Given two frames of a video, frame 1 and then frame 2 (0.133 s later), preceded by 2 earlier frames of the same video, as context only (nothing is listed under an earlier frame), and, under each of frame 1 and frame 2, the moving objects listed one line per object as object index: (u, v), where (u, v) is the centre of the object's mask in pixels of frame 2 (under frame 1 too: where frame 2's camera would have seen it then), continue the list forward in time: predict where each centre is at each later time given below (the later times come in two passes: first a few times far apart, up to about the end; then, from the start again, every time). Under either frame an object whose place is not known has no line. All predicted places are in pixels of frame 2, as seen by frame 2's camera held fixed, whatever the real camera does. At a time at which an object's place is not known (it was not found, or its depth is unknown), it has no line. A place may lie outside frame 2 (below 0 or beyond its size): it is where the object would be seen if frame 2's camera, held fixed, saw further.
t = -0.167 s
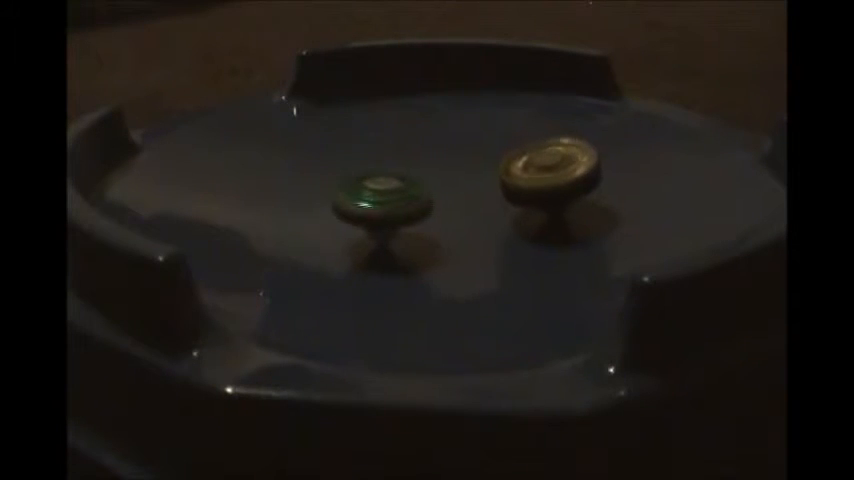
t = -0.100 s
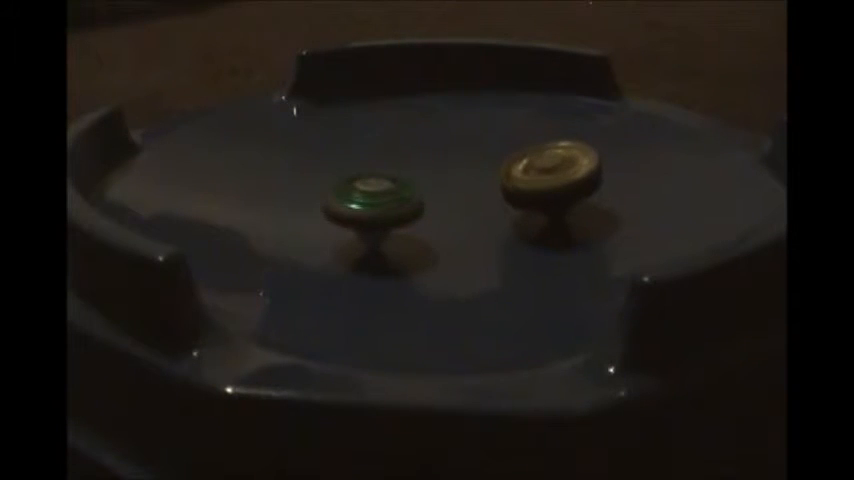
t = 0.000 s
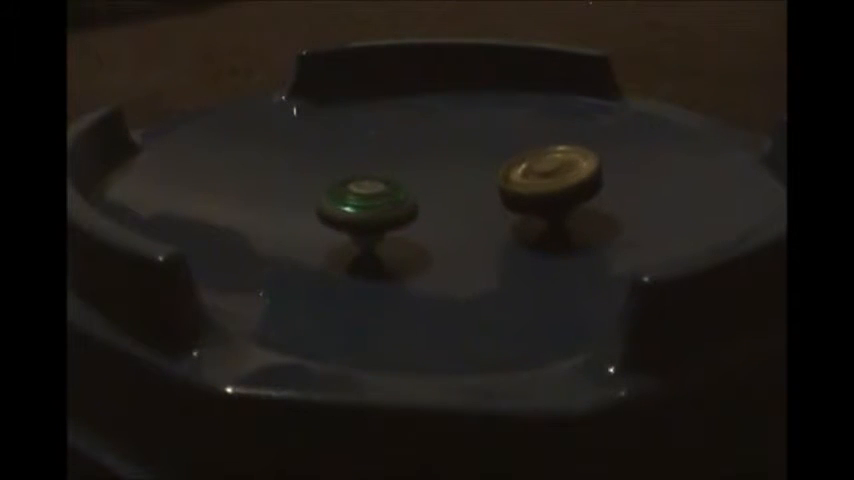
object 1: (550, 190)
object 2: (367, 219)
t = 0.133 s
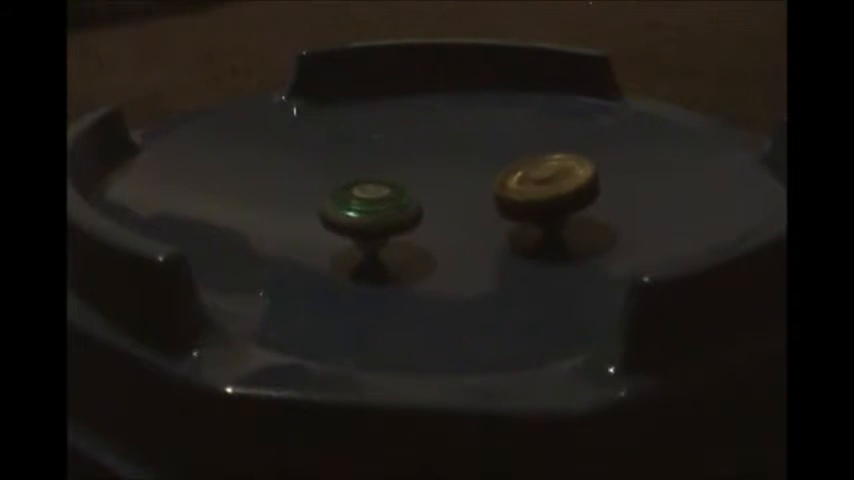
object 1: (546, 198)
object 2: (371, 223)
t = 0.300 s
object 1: (536, 211)
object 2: (394, 227)
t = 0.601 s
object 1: (581, 235)
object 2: (367, 215)
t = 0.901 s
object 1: (590, 230)
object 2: (323, 213)
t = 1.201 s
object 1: (542, 231)
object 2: (380, 215)
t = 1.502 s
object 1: (472, 237)
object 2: (444, 183)
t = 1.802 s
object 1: (396, 238)
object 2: (505, 182)
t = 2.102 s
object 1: (349, 225)
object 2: (505, 178)
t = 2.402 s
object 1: (337, 207)
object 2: (514, 200)
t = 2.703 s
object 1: (349, 193)
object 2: (538, 222)
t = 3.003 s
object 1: (383, 179)
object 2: (528, 230)
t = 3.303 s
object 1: (431, 178)
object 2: (489, 251)
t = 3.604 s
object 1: (487, 174)
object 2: (441, 248)
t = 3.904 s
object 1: (532, 186)
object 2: (406, 242)
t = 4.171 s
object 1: (551, 193)
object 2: (393, 234)
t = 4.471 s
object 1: (555, 204)
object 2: (395, 222)
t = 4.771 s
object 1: (535, 219)
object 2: (421, 209)
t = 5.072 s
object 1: (485, 239)
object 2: (449, 182)
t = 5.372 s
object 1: (434, 243)
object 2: (486, 182)
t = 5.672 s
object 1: (392, 244)
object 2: (515, 198)
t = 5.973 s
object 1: (375, 234)
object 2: (533, 206)
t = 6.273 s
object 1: (372, 216)
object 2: (523, 214)
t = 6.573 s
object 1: (390, 201)
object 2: (495, 233)
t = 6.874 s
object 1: (426, 184)
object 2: (484, 251)
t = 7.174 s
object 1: (478, 171)
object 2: (455, 227)
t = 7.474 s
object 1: (521, 185)
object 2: (410, 235)
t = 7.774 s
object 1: (541, 189)
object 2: (403, 231)
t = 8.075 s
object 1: (546, 200)
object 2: (429, 228)
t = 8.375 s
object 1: (547, 211)
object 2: (430, 222)
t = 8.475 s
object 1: (557, 214)
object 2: (423, 221)
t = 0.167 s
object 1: (546, 201)
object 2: (374, 224)
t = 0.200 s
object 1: (543, 204)
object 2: (377, 224)
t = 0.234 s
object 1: (541, 207)
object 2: (382, 225)
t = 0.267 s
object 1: (539, 209)
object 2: (387, 226)
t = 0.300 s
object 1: (536, 211)
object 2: (394, 227)
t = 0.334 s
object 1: (534, 215)
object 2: (400, 227)
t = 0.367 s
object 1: (531, 217)
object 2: (407, 228)
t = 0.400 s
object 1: (529, 220)
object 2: (413, 228)
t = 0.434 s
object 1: (532, 222)
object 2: (410, 227)
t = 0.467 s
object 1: (533, 224)
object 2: (411, 226)
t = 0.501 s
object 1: (531, 226)
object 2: (414, 226)
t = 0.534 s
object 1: (535, 228)
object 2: (413, 224)
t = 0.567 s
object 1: (564, 229)
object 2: (386, 222)
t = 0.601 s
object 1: (581, 235)
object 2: (367, 215)
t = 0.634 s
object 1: (587, 233)
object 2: (353, 213)
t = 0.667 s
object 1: (590, 232)
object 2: (340, 211)
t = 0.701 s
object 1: (592, 232)
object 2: (334, 210)
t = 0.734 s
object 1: (593, 232)
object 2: (330, 209)
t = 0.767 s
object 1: (594, 232)
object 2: (324, 207)
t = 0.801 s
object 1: (594, 232)
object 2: (322, 208)
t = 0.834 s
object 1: (594, 229)
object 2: (320, 210)
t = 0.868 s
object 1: (593, 232)
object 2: (321, 211)
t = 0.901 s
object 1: (590, 230)
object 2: (323, 213)
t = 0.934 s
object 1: (587, 230)
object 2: (327, 215)
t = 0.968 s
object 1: (584, 229)
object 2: (333, 215)
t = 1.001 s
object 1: (579, 229)
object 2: (340, 218)
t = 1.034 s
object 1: (573, 229)
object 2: (345, 218)
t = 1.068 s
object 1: (567, 229)
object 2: (352, 217)
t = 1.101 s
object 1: (561, 229)
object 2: (358, 217)
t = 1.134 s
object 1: (555, 231)
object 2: (366, 217)
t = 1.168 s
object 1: (548, 231)
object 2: (372, 216)
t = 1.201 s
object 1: (542, 231)
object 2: (380, 215)
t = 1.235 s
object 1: (535, 227)
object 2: (387, 213)
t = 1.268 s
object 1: (528, 234)
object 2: (395, 211)
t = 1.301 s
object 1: (521, 229)
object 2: (402, 209)
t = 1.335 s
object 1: (513, 229)
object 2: (410, 207)
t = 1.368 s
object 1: (505, 236)
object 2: (415, 206)
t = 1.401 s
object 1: (495, 237)
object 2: (422, 203)
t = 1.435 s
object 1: (485, 238)
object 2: (427, 197)
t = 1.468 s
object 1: (478, 237)
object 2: (436, 185)
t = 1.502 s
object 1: (472, 237)
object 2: (444, 183)
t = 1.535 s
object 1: (468, 247)
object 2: (453, 181)
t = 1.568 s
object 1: (456, 237)
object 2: (460, 180)
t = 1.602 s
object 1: (446, 227)
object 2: (469, 179)
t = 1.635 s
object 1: (438, 235)
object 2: (476, 178)
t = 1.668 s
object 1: (431, 237)
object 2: (481, 178)
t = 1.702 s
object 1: (422, 236)
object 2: (487, 177)
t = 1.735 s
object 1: (412, 238)
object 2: (494, 184)
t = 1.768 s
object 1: (403, 239)
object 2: (500, 184)
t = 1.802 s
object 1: (396, 238)
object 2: (505, 182)
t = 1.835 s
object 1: (387, 236)
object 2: (508, 180)
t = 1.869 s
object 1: (380, 236)
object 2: (511, 178)
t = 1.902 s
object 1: (374, 236)
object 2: (512, 177)
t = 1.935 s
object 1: (369, 232)
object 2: (513, 176)
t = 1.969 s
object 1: (364, 231)
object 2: (512, 176)
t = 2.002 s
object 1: (359, 230)
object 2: (511, 176)
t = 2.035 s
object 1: (356, 228)
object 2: (509, 176)
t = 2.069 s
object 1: (352, 227)
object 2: (507, 177)
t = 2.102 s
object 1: (349, 225)
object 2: (505, 178)
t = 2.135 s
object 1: (346, 224)
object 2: (503, 179)
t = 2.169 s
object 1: (344, 223)
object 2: (503, 181)
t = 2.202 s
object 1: (341, 221)
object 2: (503, 183)
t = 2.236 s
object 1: (340, 219)
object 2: (504, 185)
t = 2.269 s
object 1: (339, 217)
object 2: (506, 188)
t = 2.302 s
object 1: (338, 216)
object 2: (508, 192)
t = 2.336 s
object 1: (338, 215)
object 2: (509, 194)
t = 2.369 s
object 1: (337, 208)
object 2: (511, 198)
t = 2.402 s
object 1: (337, 207)
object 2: (514, 200)
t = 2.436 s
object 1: (337, 205)
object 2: (516, 204)
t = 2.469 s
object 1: (337, 207)
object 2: (519, 207)
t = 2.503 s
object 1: (338, 205)
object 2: (521, 211)
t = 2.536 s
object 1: (339, 204)
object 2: (525, 213)
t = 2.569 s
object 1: (341, 201)
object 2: (528, 215)
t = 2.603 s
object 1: (343, 196)
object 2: (531, 218)
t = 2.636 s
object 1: (345, 197)
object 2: (535, 219)
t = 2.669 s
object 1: (347, 196)
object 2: (537, 222)
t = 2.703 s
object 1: (349, 193)
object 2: (538, 222)
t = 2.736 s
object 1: (352, 192)
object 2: (540, 224)
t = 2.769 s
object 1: (355, 190)
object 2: (540, 225)
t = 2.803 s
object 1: (358, 190)
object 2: (539, 225)
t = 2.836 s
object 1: (363, 185)
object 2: (539, 225)
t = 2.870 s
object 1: (366, 184)
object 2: (539, 226)
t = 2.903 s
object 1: (370, 187)
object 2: (538, 227)
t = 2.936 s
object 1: (374, 186)
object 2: (535, 228)
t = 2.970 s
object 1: (378, 186)
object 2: (532, 229)
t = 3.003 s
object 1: (383, 179)
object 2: (528, 230)
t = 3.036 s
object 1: (387, 184)
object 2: (524, 232)
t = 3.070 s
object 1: (392, 184)
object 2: (519, 233)
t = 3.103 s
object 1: (397, 183)
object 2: (514, 235)
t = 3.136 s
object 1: (402, 183)
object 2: (509, 236)
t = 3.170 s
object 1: (407, 182)
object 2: (504, 239)
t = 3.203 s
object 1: (413, 181)
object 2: (499, 240)
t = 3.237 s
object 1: (419, 181)
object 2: (492, 242)
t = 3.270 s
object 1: (424, 180)
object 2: (489, 243)
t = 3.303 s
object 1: (431, 178)
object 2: (489, 251)
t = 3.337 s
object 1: (437, 175)
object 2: (484, 253)
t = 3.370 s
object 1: (442, 171)
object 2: (477, 253)
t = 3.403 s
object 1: (449, 171)
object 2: (472, 252)
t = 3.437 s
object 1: (455, 170)
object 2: (469, 253)
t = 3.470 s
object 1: (461, 169)
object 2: (467, 252)
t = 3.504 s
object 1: (468, 170)
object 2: (463, 254)
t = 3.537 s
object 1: (474, 170)
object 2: (457, 252)
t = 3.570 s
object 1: (480, 171)
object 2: (456, 252)
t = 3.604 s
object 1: (487, 174)
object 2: (441, 248)
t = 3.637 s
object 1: (493, 177)
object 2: (437, 245)
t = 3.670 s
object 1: (500, 180)
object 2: (432, 246)
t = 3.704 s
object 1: (505, 182)
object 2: (428, 249)
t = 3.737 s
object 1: (510, 183)
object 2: (428, 251)
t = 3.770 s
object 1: (516, 184)
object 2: (419, 246)
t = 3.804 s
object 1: (521, 184)
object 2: (416, 244)
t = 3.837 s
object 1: (525, 186)
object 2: (412, 243)
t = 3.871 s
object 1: (529, 186)
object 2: (408, 242)
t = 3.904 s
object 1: (532, 186)
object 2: (406, 242)
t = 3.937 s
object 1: (535, 187)
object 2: (404, 242)
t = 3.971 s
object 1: (539, 188)
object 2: (401, 241)
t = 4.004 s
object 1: (541, 188)
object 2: (399, 240)
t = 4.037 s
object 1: (543, 189)
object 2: (398, 239)
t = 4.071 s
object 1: (546, 190)
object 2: (396, 238)
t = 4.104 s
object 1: (548, 191)
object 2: (395, 238)
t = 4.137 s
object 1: (550, 192)
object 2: (394, 235)
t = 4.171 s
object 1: (551, 193)
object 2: (393, 234)
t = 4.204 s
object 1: (553, 194)
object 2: (392, 233)
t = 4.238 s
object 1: (553, 195)
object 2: (391, 231)
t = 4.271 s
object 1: (554, 196)
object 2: (391, 230)
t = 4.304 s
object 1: (554, 197)
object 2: (390, 228)
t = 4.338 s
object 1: (555, 199)
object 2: (390, 227)
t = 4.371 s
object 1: (555, 200)
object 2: (390, 225)
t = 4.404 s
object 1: (555, 201)
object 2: (392, 224)
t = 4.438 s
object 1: (555, 203)
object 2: (394, 224)
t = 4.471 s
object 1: (555, 204)
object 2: (395, 222)
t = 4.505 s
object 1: (554, 205)
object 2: (396, 222)
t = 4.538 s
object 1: (552, 207)
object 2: (398, 220)
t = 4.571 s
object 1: (551, 208)
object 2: (400, 219)
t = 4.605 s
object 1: (549, 210)
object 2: (403, 217)
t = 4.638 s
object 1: (547, 212)
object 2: (406, 216)
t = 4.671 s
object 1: (544, 214)
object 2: (409, 213)
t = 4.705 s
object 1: (541, 216)
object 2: (413, 213)
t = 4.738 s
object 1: (539, 219)
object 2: (417, 211)
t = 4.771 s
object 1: (535, 219)
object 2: (421, 209)
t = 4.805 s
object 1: (531, 221)
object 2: (424, 207)
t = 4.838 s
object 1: (525, 224)
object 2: (427, 205)
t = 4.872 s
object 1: (520, 225)
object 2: (429, 204)
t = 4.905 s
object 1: (515, 227)
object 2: (432, 202)
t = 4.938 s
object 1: (509, 230)
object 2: (435, 201)
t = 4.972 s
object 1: (504, 230)
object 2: (438, 198)
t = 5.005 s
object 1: (497, 233)
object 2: (441, 185)
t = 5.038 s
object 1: (490, 237)
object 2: (444, 183)
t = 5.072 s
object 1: (485, 239)
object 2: (449, 182)
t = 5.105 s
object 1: (481, 242)
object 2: (452, 181)
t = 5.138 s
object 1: (476, 243)
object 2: (457, 181)
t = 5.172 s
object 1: (475, 250)
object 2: (462, 180)
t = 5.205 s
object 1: (469, 251)
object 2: (466, 181)
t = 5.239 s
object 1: (464, 251)
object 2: (470, 180)
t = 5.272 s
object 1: (453, 243)
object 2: (474, 180)
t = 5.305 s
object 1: (446, 242)
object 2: (478, 181)
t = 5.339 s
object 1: (440, 243)
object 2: (482, 181)
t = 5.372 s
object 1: (434, 243)
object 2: (486, 182)
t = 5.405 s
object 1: (429, 238)
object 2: (490, 183)
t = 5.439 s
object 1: (423, 244)
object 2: (493, 184)
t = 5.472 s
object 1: (420, 237)
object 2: (496, 184)
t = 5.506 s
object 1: (414, 240)
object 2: (499, 193)
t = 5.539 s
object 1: (408, 238)
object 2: (502, 195)
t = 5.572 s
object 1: (405, 237)
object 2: (505, 196)
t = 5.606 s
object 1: (401, 237)
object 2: (508, 196)
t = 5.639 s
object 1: (396, 245)
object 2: (512, 197)
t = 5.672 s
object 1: (392, 244)
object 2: (515, 198)
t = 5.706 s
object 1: (391, 236)
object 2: (518, 199)
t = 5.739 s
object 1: (387, 241)
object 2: (521, 200)
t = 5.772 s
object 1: (385, 241)
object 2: (523, 201)
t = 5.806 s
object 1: (383, 240)
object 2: (525, 201)
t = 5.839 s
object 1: (381, 239)
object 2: (527, 203)
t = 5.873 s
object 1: (379, 237)
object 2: (529, 204)
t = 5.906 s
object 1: (378, 235)
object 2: (530, 204)
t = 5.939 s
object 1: (376, 234)
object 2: (532, 205)
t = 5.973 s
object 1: (375, 234)
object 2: (533, 206)
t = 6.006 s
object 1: (374, 233)
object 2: (533, 206)
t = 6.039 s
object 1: (373, 231)
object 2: (532, 206)
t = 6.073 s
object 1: (372, 230)
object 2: (532, 207)
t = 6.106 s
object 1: (371, 226)
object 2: (531, 208)
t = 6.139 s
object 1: (371, 225)
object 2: (530, 209)
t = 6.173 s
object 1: (370, 223)
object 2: (529, 210)
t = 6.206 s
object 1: (371, 221)
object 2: (527, 211)
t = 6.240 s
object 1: (371, 219)
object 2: (525, 213)
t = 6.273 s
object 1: (372, 216)
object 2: (523, 214)
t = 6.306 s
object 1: (373, 215)
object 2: (521, 216)
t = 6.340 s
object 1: (374, 215)
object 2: (518, 218)
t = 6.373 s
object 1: (375, 213)
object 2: (515, 221)
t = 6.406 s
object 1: (377, 210)
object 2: (511, 223)
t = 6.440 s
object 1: (379, 208)
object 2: (508, 225)
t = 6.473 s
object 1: (381, 206)
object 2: (505, 227)
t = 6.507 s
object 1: (383, 203)
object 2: (501, 229)
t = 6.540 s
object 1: (386, 203)
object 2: (498, 232)
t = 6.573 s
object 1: (390, 201)
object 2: (495, 233)
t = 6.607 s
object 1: (393, 200)
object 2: (492, 235)
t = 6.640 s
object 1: (397, 198)
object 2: (490, 236)
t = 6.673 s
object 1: (403, 201)
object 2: (488, 238)
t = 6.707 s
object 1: (406, 199)
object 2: (486, 242)
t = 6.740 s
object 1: (409, 193)
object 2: (484, 243)
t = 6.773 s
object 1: (413, 191)
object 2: (484, 244)
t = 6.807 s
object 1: (418, 190)
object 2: (483, 245)
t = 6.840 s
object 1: (422, 187)
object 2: (486, 251)
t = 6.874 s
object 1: (426, 184)
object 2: (484, 251)
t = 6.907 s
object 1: (432, 182)
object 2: (476, 247)
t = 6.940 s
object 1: (438, 176)
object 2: (480, 252)
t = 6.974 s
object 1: (443, 175)
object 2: (478, 251)
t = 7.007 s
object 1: (448, 174)
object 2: (474, 250)
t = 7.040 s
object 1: (454, 173)
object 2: (473, 250)
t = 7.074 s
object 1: (460, 171)
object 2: (470, 248)
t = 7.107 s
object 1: (466, 171)
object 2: (469, 247)
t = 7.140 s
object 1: (472, 171)
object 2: (461, 227)
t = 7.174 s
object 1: (478, 171)
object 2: (455, 227)
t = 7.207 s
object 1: (483, 171)
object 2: (452, 236)
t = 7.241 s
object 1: (489, 172)
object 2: (447, 235)
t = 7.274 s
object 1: (494, 173)
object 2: (443, 235)
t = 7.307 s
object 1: (499, 180)
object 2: (437, 236)
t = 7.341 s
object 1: (504, 181)
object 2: (431, 238)
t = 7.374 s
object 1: (508, 182)
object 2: (426, 236)
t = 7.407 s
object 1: (512, 183)
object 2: (420, 234)
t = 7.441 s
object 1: (517, 184)
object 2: (414, 234)
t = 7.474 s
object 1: (521, 185)
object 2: (410, 235)
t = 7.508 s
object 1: (524, 185)
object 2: (407, 234)
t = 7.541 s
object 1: (527, 185)
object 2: (405, 234)
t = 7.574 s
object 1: (530, 185)
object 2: (403, 233)
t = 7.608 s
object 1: (532, 186)
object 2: (402, 233)
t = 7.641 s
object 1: (534, 187)
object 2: (401, 233)
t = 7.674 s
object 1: (537, 188)
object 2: (401, 232)
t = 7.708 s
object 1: (538, 188)
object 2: (401, 231)
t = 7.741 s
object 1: (540, 188)
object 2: (402, 232)
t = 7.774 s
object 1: (541, 189)
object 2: (403, 231)
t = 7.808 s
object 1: (543, 190)
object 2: (404, 231)
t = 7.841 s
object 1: (544, 191)
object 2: (406, 231)
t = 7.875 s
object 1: (544, 192)
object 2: (409, 231)
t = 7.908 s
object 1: (545, 193)
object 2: (411, 230)
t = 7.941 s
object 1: (546, 195)
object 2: (414, 230)
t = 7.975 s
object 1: (546, 196)
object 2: (418, 229)
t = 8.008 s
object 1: (546, 197)
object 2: (422, 228)
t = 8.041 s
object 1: (546, 198)
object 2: (425, 229)
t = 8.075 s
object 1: (546, 200)
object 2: (429, 228)
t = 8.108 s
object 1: (546, 201)
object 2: (432, 226)
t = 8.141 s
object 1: (545, 203)
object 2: (437, 225)
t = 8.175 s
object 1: (545, 204)
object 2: (438, 225)
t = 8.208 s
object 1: (550, 206)
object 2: (434, 225)
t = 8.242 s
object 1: (551, 207)
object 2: (431, 224)
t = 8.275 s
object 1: (551, 208)
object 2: (430, 224)
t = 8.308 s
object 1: (550, 209)
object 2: (429, 224)
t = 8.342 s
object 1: (548, 210)
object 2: (430, 223)
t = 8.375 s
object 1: (547, 211)
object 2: (430, 222)
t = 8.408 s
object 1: (545, 212)
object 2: (431, 222)
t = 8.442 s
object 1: (544, 215)
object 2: (432, 222)
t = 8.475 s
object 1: (557, 214)
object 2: (423, 221)
